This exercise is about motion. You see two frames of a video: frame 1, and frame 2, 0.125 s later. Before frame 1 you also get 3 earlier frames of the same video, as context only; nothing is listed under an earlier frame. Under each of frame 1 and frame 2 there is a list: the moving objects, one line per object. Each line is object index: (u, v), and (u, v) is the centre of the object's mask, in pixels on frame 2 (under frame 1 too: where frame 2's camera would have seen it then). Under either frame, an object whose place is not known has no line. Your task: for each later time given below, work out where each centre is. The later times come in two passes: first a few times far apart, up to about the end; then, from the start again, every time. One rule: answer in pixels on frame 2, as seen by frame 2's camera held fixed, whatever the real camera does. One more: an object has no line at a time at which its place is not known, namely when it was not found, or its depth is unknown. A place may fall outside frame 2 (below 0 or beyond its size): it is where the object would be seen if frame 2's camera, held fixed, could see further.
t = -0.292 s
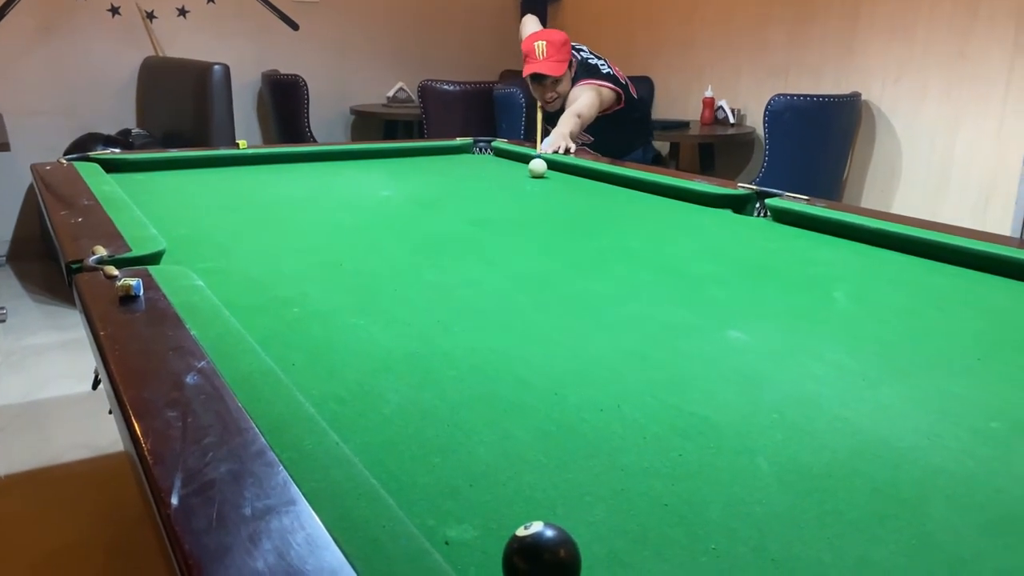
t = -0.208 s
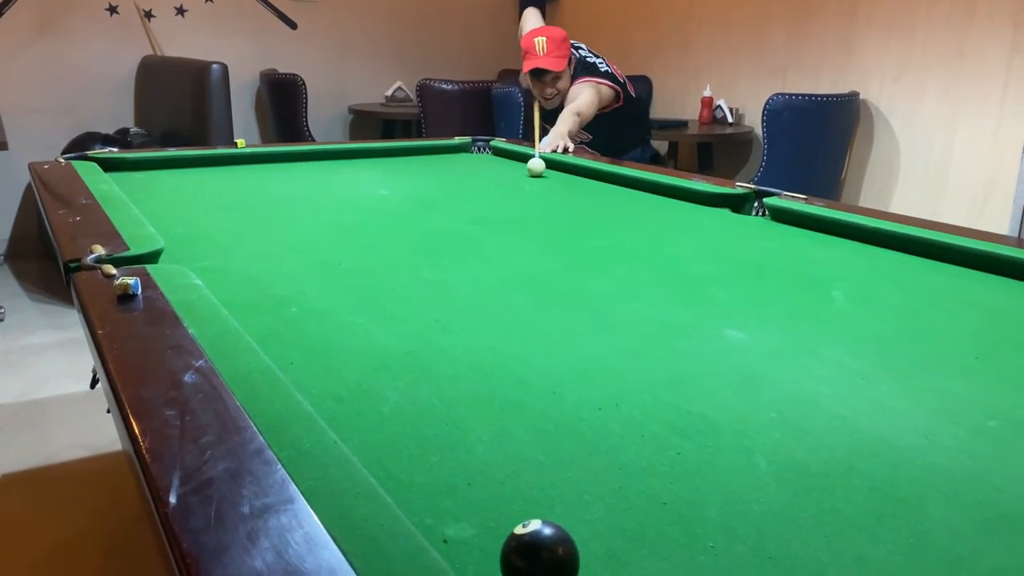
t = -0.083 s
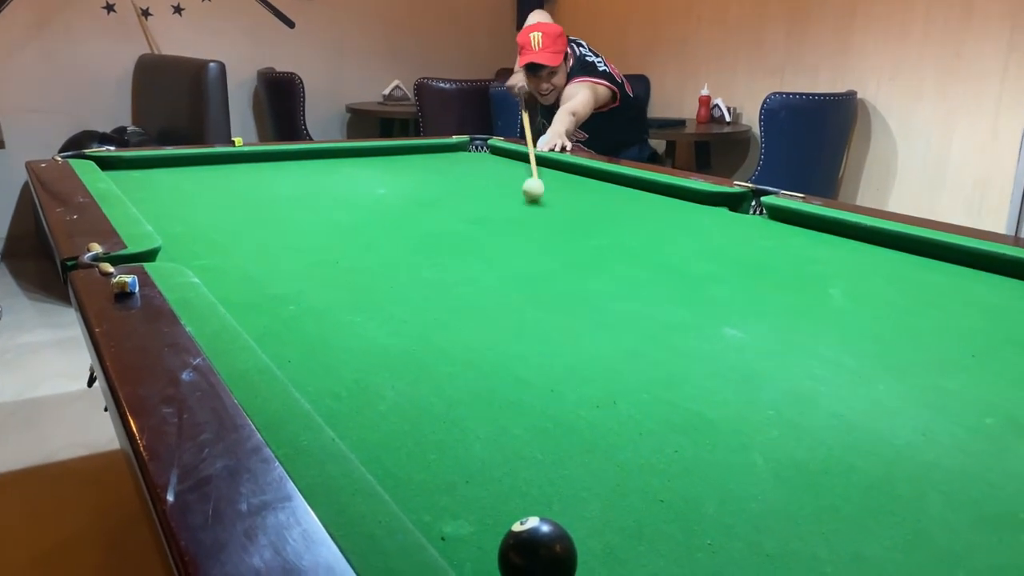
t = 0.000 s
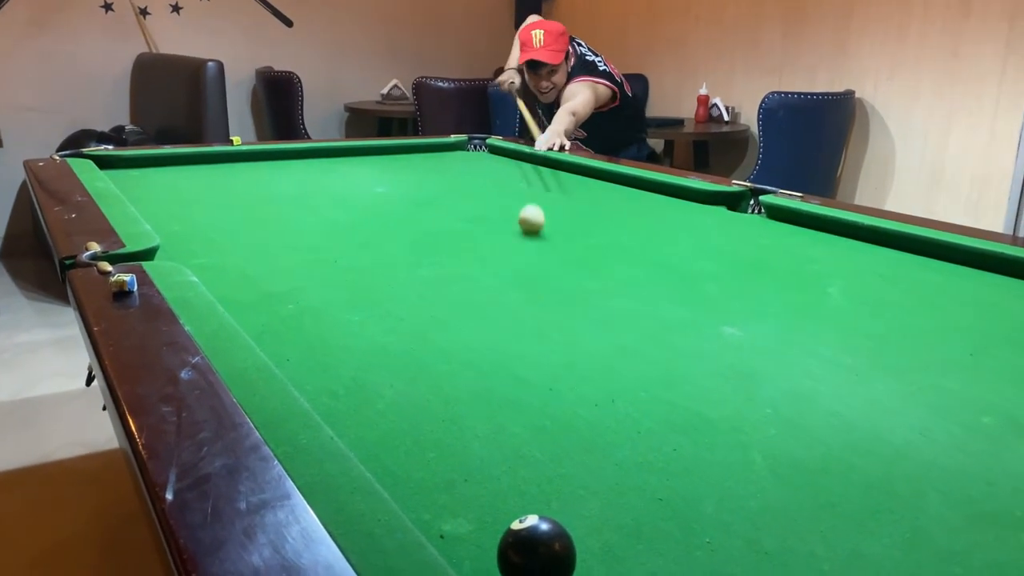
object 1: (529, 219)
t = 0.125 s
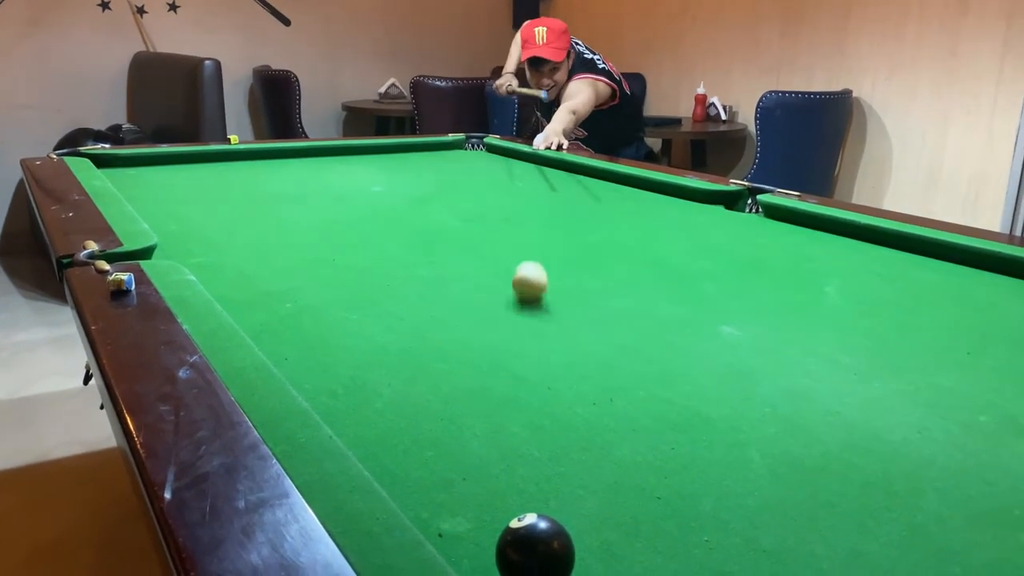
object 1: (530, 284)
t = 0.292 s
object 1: (534, 478)
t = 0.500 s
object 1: (551, 554)
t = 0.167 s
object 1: (530, 314)
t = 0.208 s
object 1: (531, 356)
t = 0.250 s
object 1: (532, 411)
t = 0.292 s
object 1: (534, 478)
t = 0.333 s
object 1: (537, 512)
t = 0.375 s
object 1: (541, 519)
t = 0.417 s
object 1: (544, 528)
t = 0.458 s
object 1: (547, 542)
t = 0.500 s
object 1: (551, 554)
